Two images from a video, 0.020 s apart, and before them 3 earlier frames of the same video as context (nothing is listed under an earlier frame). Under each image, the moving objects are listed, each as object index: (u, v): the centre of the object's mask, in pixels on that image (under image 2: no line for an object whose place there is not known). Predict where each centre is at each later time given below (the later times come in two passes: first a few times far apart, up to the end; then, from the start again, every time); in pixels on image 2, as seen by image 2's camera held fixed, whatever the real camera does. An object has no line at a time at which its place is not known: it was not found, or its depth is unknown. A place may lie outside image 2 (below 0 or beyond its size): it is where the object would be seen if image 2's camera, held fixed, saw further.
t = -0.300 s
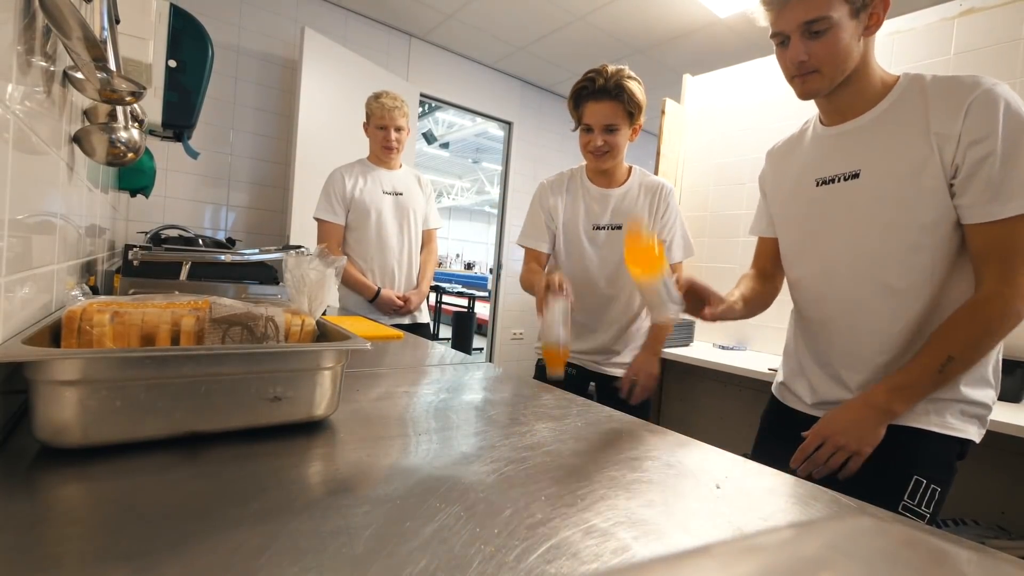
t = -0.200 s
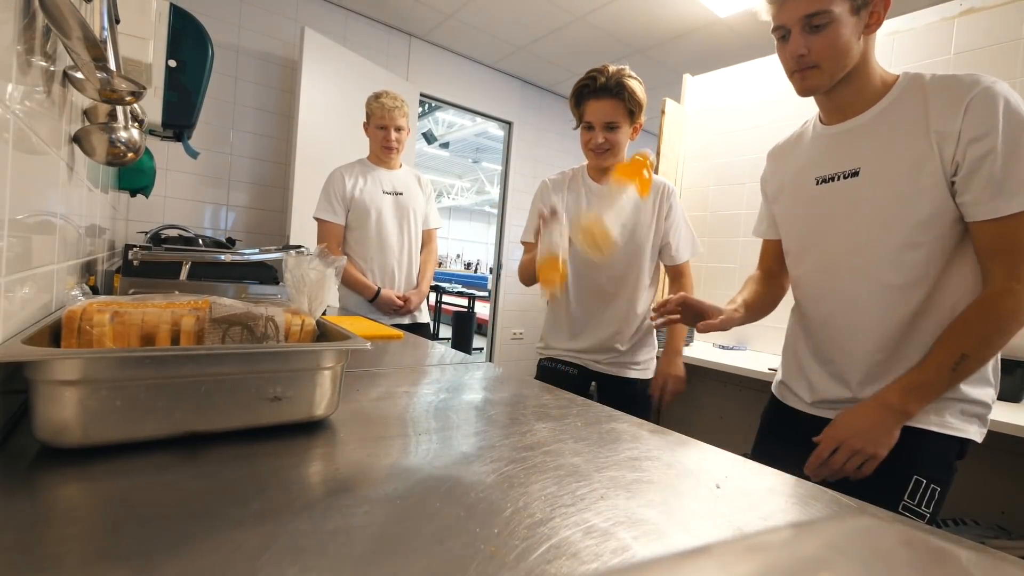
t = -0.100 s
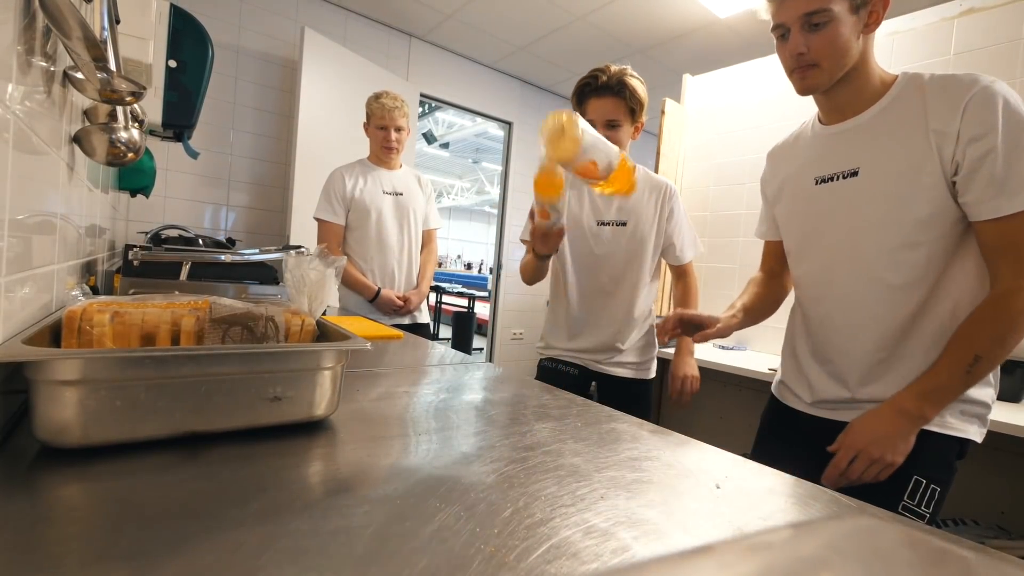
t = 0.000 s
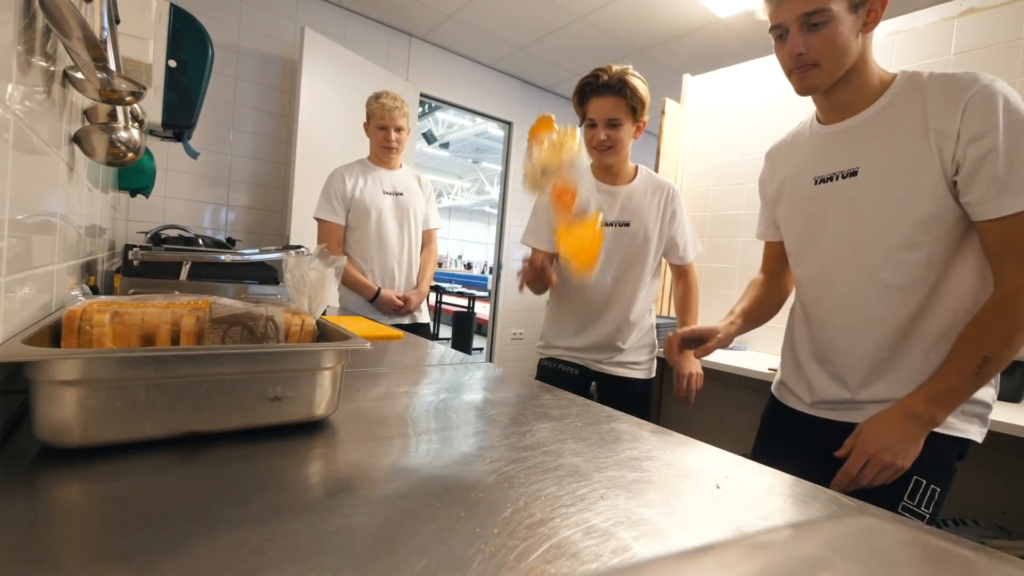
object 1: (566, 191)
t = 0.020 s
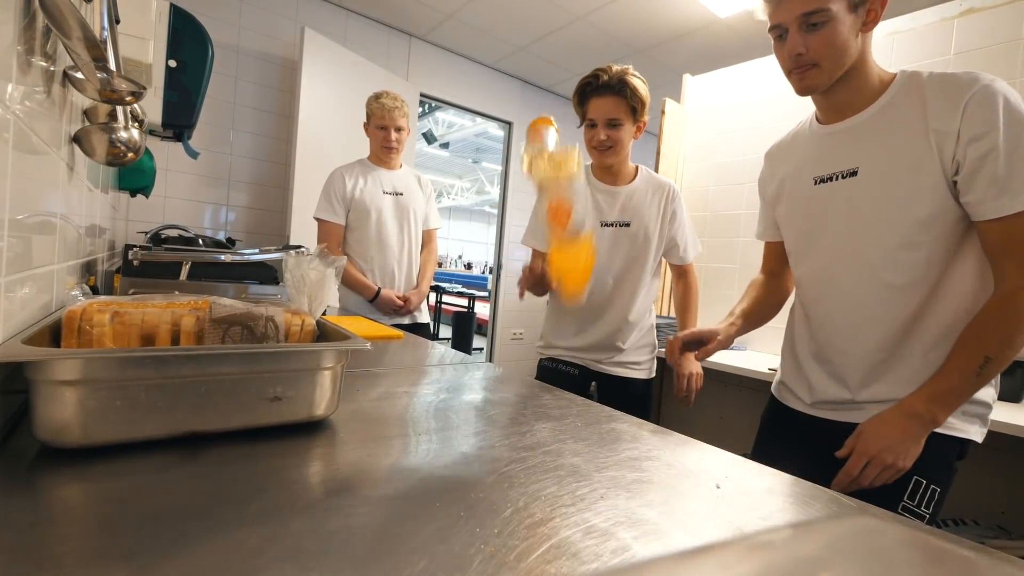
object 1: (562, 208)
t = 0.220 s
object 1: (512, 348)
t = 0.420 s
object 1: (469, 354)
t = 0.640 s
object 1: (411, 414)
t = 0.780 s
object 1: (405, 413)
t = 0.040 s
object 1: (561, 246)
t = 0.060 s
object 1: (555, 273)
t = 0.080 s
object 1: (548, 306)
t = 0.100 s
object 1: (541, 339)
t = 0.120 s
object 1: (533, 350)
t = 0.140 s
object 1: (527, 349)
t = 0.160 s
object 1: (523, 348)
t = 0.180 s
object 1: (520, 348)
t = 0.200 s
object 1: (516, 348)
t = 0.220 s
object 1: (512, 348)
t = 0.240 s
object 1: (508, 348)
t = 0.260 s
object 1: (505, 348)
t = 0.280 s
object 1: (502, 348)
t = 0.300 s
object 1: (500, 348)
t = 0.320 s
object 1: (497, 346)
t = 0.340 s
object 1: (493, 346)
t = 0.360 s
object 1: (488, 349)
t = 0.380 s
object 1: (484, 353)
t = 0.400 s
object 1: (477, 352)
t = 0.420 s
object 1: (469, 354)
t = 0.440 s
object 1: (462, 361)
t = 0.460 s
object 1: (451, 368)
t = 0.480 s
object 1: (439, 382)
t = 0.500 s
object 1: (432, 401)
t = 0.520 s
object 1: (426, 411)
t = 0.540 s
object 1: (422, 410)
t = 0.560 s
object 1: (420, 411)
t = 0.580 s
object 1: (418, 413)
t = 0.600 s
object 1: (415, 415)
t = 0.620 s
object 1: (413, 415)
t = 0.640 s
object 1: (411, 414)
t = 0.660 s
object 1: (409, 414)
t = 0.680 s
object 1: (408, 414)
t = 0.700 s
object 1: (407, 413)
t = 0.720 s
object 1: (406, 413)
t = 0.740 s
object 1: (405, 413)
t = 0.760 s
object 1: (405, 413)
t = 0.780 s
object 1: (405, 413)
